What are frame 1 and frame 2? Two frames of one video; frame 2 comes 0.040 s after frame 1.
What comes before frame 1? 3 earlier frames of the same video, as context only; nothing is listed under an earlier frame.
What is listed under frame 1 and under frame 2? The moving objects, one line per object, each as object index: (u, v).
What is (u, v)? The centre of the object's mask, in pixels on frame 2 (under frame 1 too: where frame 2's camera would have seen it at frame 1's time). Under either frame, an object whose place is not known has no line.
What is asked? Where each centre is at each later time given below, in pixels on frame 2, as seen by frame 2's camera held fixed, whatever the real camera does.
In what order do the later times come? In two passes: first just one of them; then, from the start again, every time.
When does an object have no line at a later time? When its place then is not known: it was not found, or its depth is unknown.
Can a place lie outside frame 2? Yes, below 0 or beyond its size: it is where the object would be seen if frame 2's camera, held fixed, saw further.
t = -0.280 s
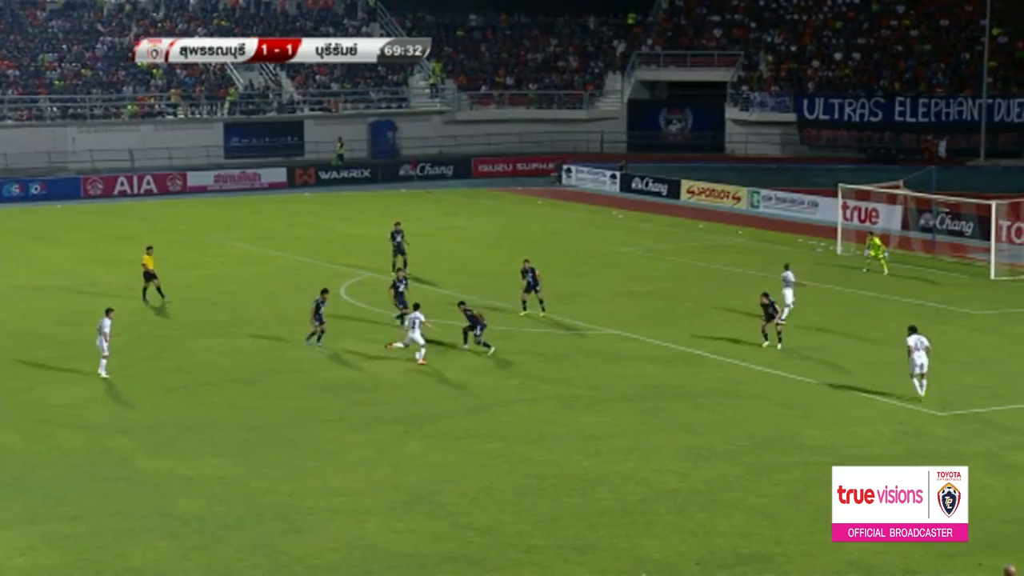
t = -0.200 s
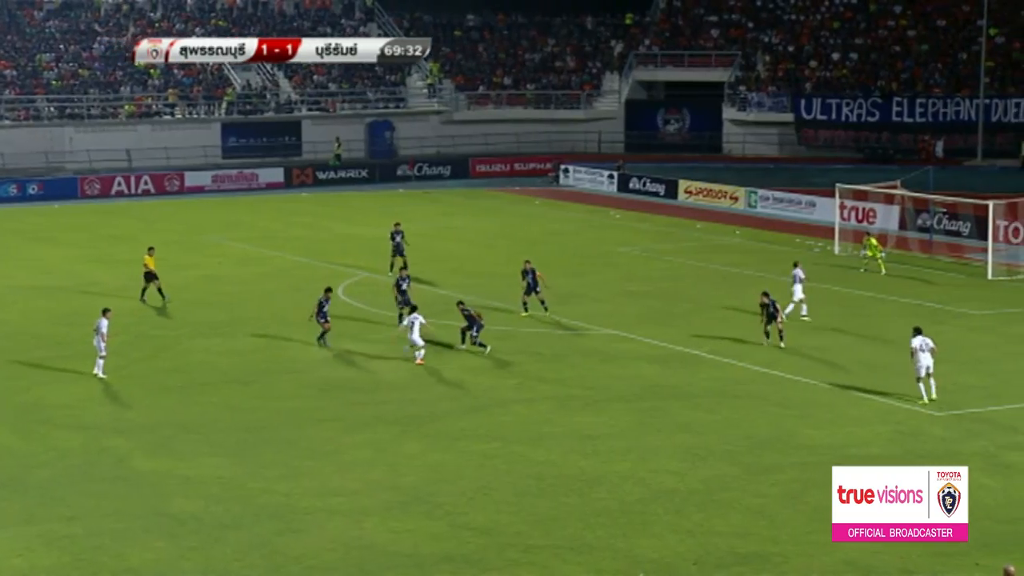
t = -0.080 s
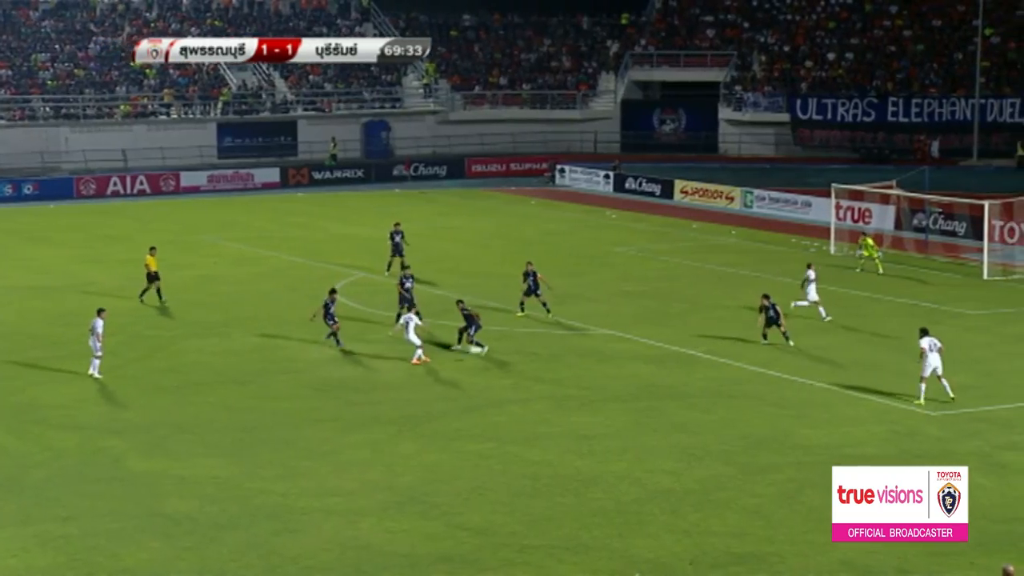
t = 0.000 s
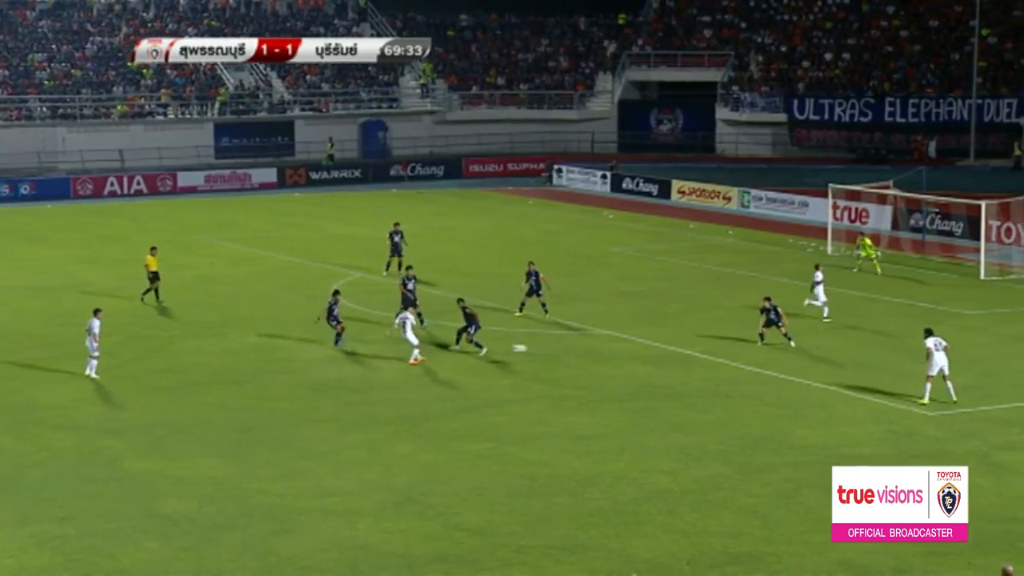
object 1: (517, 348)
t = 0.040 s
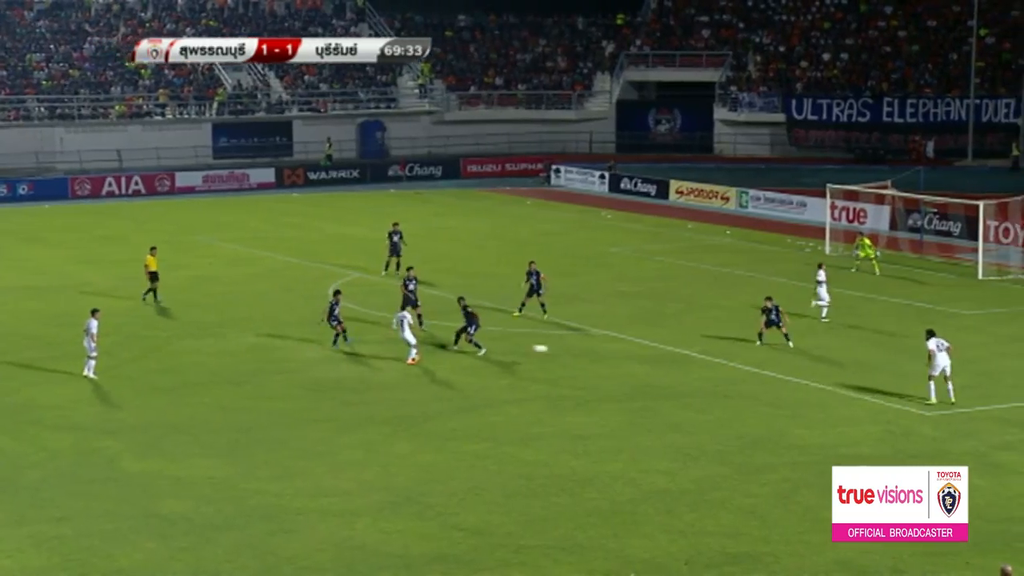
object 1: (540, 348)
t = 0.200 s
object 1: (630, 355)
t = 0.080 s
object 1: (563, 349)
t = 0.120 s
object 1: (586, 351)
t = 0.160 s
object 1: (607, 353)
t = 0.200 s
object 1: (630, 355)
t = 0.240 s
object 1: (653, 359)
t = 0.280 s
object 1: (676, 362)
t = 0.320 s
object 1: (698, 367)
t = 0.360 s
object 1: (720, 373)
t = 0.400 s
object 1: (742, 379)
